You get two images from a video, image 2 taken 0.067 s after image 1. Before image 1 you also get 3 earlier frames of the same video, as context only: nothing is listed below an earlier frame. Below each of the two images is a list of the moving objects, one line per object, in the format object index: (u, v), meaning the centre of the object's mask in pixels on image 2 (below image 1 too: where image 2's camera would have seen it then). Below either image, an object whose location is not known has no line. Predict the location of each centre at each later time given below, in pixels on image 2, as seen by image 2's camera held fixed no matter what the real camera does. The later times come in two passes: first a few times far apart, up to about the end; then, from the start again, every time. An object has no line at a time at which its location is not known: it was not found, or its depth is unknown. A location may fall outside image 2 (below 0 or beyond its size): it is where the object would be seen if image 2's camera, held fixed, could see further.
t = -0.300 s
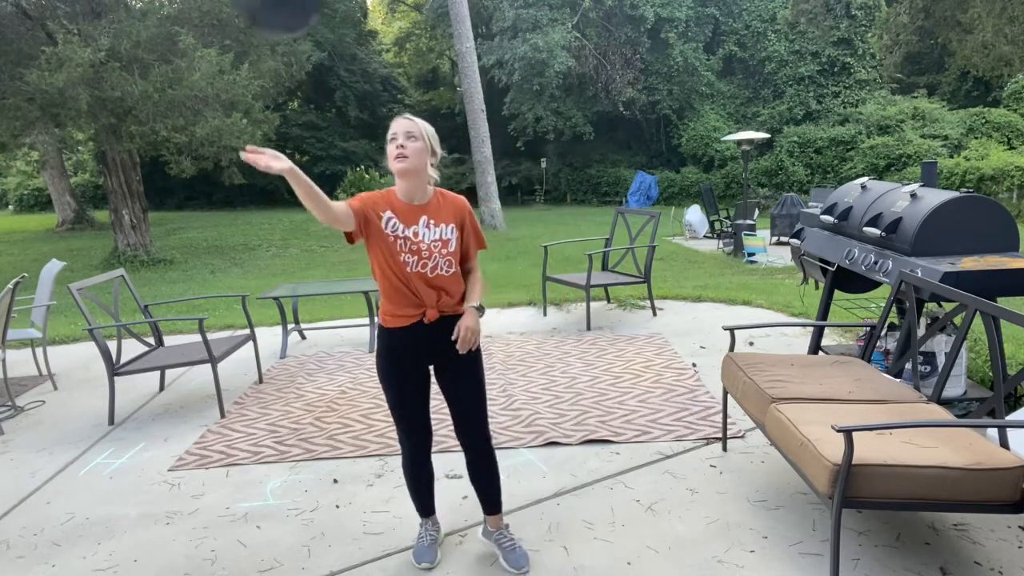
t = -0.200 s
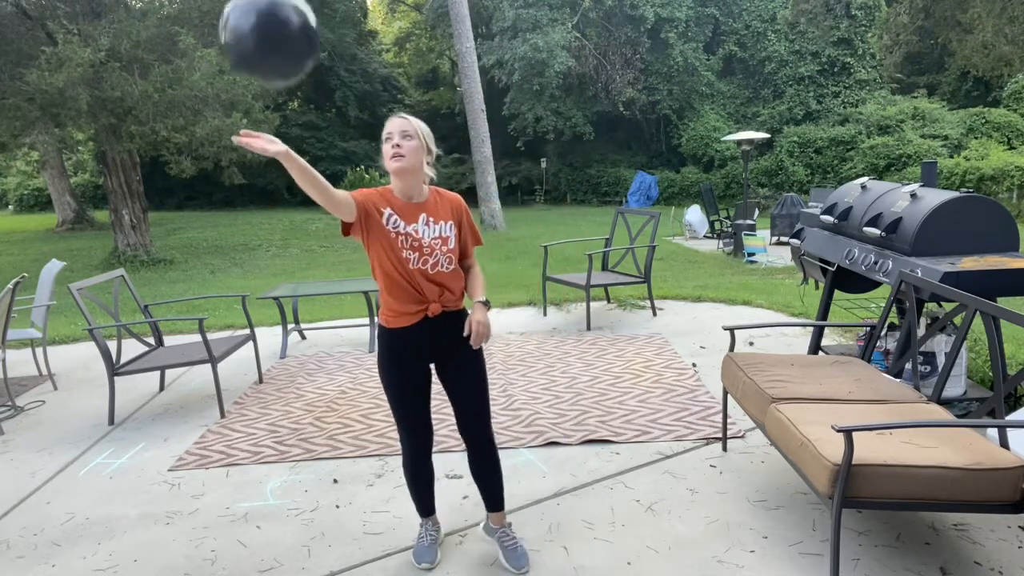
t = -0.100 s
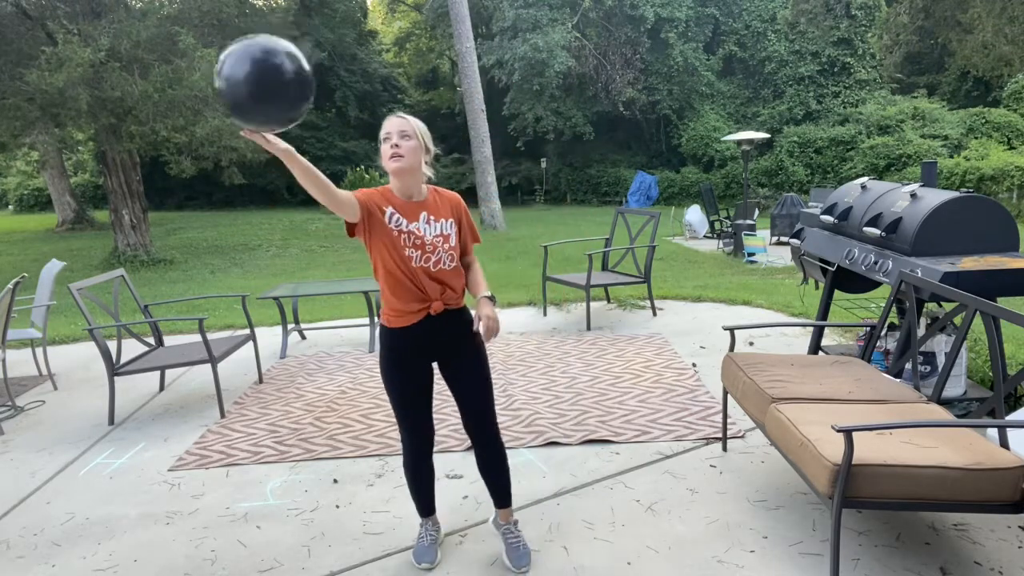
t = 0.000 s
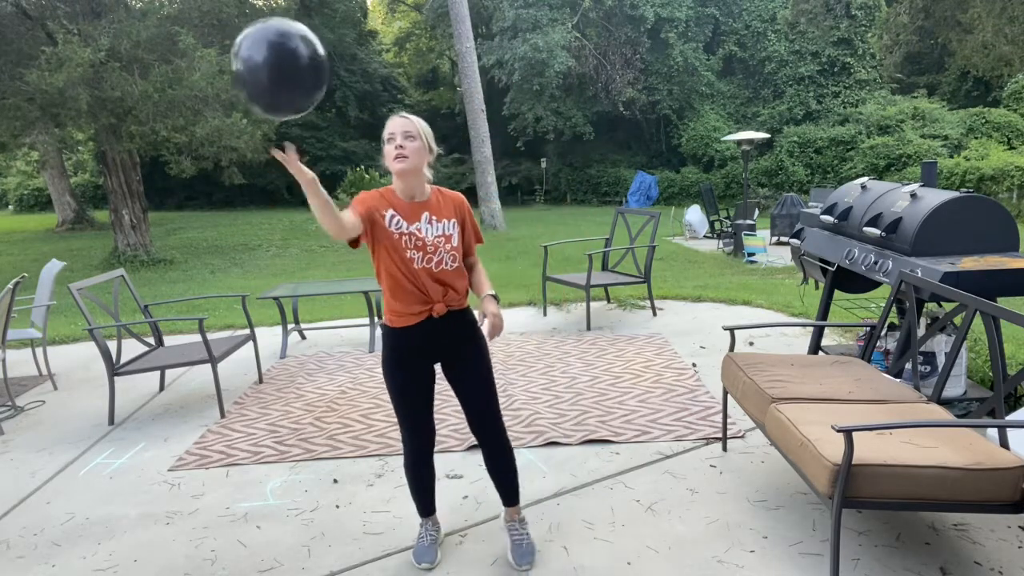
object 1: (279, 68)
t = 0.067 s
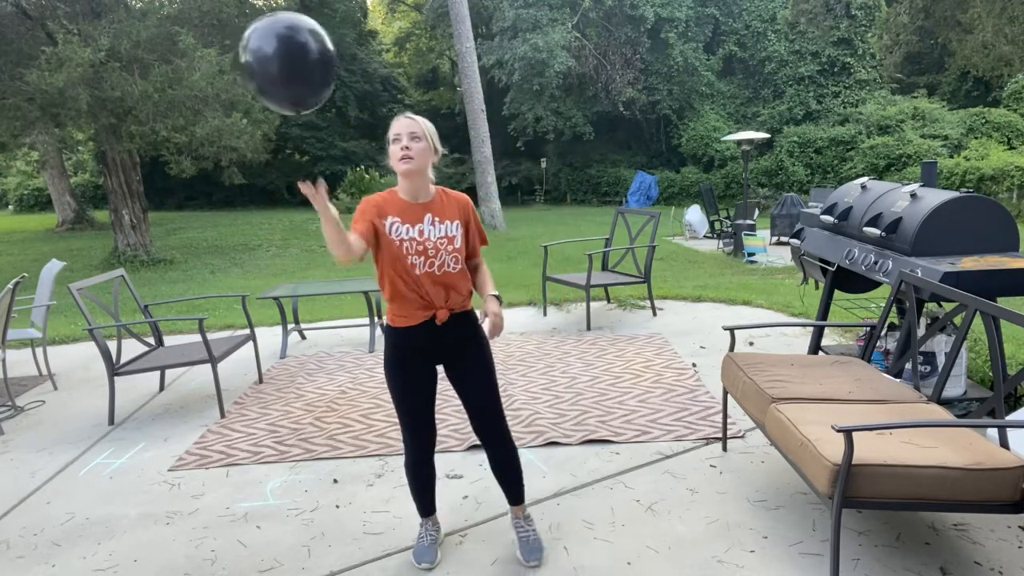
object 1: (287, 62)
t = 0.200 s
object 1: (306, 63)
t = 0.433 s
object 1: (341, 99)
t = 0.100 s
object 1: (292, 61)
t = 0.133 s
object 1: (297, 61)
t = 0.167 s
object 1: (301, 61)
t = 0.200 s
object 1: (306, 63)
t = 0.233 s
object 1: (311, 66)
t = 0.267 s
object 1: (316, 70)
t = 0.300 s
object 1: (320, 74)
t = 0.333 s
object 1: (326, 79)
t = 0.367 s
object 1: (331, 85)
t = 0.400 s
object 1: (336, 92)
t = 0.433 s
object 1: (341, 99)
